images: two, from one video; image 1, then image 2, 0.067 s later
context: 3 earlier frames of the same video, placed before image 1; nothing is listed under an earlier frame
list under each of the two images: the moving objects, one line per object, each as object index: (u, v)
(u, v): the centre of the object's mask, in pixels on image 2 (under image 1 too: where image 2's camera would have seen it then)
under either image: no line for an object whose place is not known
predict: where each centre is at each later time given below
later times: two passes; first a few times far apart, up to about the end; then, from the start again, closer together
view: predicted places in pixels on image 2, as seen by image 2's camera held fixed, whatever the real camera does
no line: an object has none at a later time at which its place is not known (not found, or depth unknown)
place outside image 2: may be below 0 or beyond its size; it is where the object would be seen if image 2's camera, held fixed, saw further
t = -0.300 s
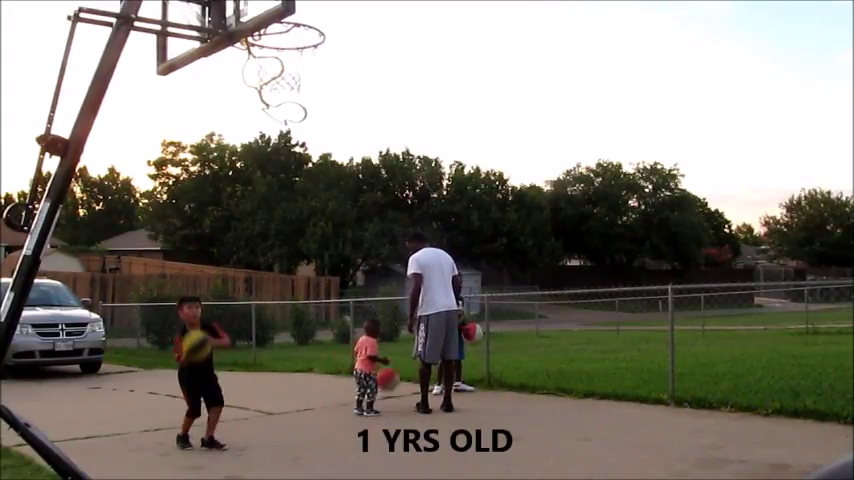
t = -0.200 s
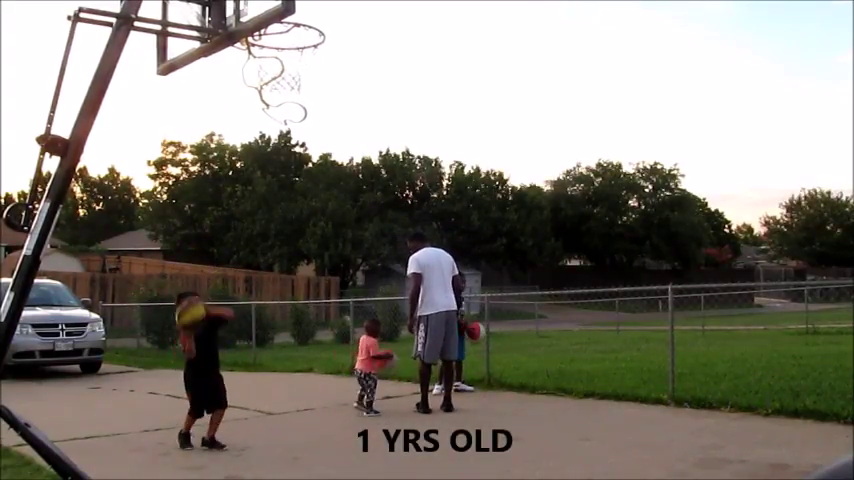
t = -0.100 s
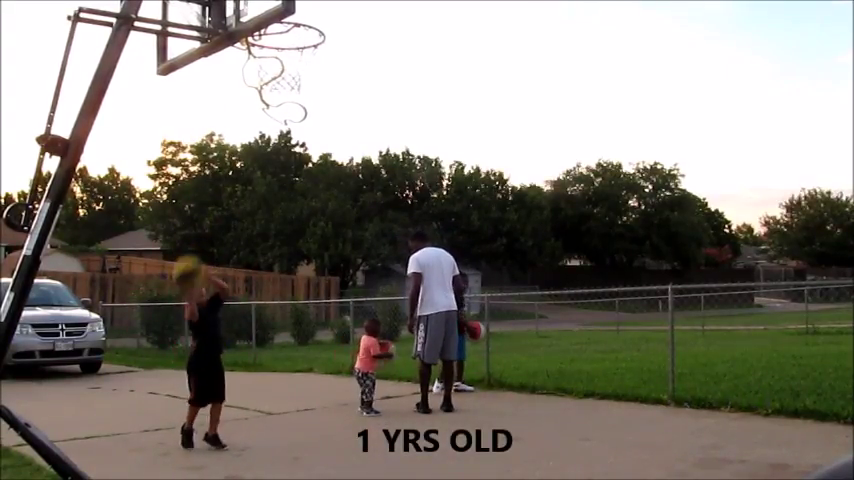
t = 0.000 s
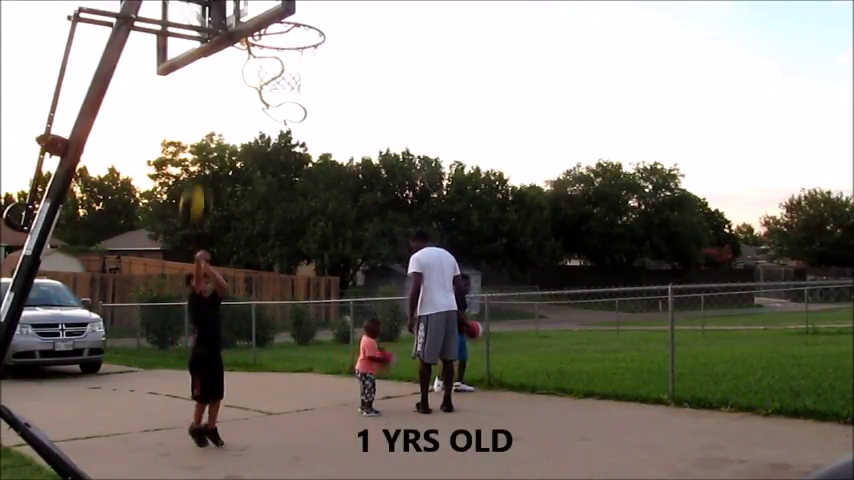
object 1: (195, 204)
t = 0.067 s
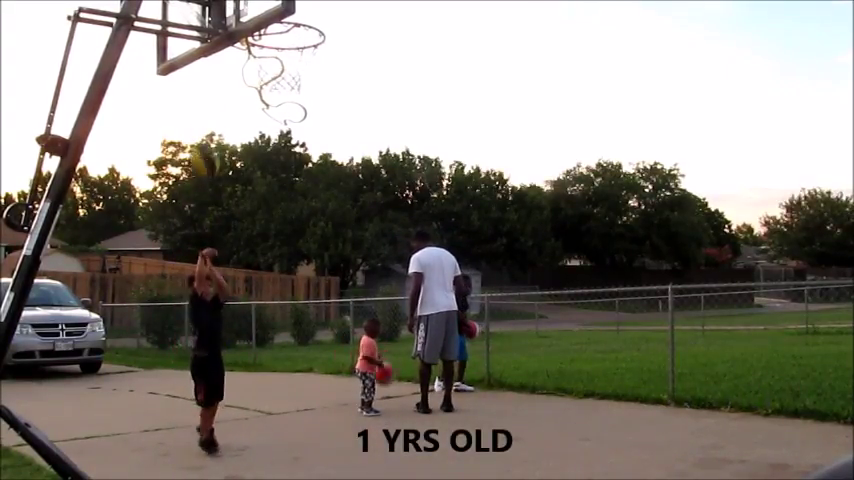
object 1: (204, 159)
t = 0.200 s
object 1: (218, 94)
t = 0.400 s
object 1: (249, 42)
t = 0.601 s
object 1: (275, 33)
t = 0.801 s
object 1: (289, 75)
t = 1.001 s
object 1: (262, 115)
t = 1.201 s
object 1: (288, 138)
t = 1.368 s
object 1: (324, 189)
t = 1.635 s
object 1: (372, 354)
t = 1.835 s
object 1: (407, 414)
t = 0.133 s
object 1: (210, 127)
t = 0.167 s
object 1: (214, 110)
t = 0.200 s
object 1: (218, 94)
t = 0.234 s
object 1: (222, 80)
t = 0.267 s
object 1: (226, 68)
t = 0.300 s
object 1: (232, 58)
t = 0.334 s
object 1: (237, 52)
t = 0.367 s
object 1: (243, 46)
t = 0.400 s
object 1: (249, 42)
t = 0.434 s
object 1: (254, 39)
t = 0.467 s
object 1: (258, 36)
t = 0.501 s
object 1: (264, 34)
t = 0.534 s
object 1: (266, 33)
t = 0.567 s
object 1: (270, 33)
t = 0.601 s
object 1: (275, 33)
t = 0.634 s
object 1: (283, 34)
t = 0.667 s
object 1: (292, 40)
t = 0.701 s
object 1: (300, 48)
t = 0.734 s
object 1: (300, 57)
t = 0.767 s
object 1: (294, 67)
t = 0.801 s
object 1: (289, 75)
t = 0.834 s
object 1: (283, 85)
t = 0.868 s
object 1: (276, 96)
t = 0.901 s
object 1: (271, 102)
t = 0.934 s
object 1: (267, 104)
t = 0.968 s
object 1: (263, 109)
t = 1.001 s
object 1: (262, 115)
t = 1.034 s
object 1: (262, 120)
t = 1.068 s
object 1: (264, 124)
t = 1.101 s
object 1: (269, 126)
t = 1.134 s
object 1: (274, 129)
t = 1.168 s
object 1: (280, 133)
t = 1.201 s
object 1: (288, 138)
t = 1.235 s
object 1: (295, 147)
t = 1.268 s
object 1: (302, 155)
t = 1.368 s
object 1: (324, 189)
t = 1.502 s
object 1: (349, 262)
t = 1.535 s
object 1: (356, 282)
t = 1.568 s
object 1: (362, 306)
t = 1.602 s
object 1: (367, 328)
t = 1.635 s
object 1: (372, 354)
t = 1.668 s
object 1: (384, 382)
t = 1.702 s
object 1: (387, 413)
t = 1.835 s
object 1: (407, 414)
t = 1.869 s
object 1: (412, 391)
